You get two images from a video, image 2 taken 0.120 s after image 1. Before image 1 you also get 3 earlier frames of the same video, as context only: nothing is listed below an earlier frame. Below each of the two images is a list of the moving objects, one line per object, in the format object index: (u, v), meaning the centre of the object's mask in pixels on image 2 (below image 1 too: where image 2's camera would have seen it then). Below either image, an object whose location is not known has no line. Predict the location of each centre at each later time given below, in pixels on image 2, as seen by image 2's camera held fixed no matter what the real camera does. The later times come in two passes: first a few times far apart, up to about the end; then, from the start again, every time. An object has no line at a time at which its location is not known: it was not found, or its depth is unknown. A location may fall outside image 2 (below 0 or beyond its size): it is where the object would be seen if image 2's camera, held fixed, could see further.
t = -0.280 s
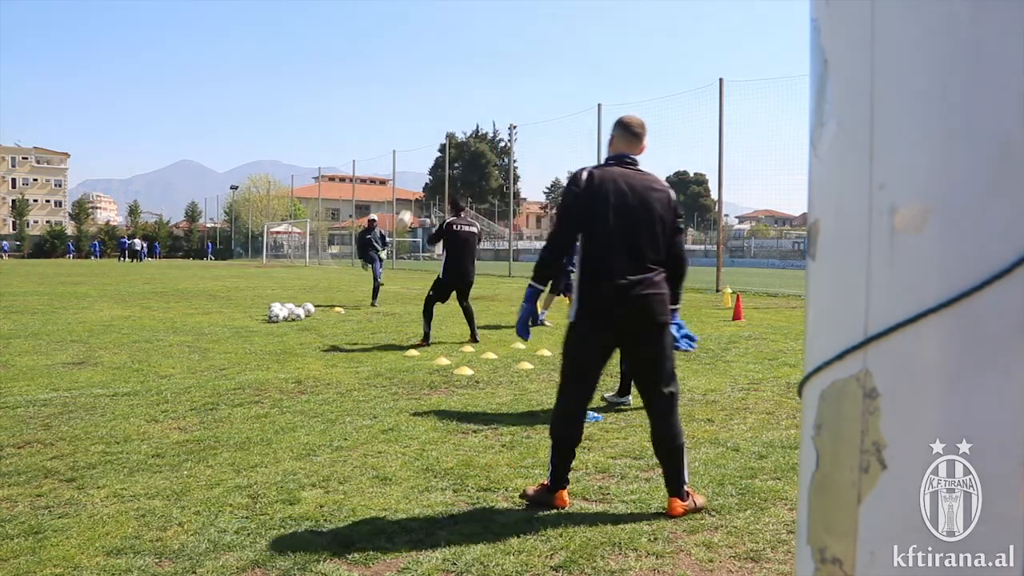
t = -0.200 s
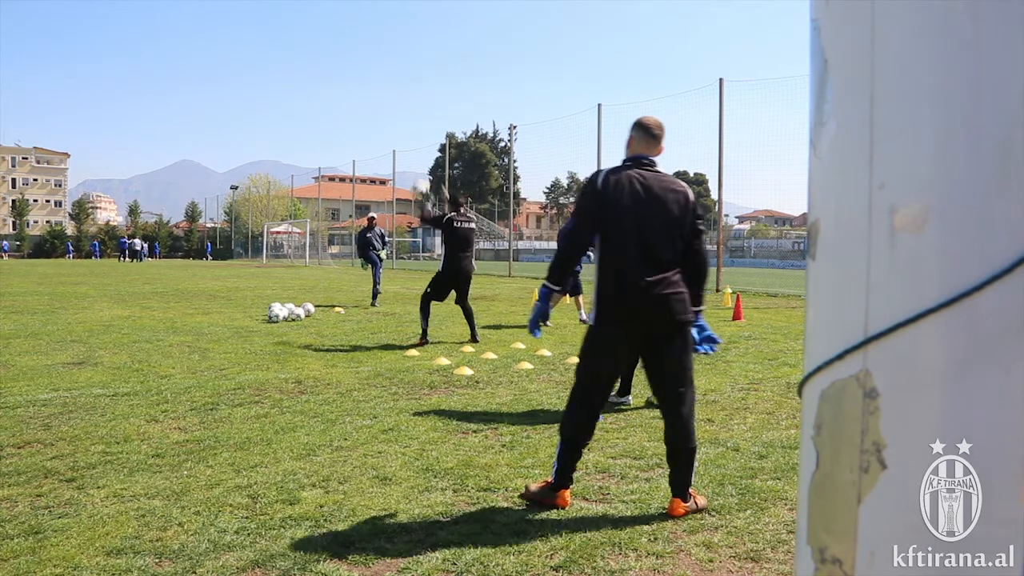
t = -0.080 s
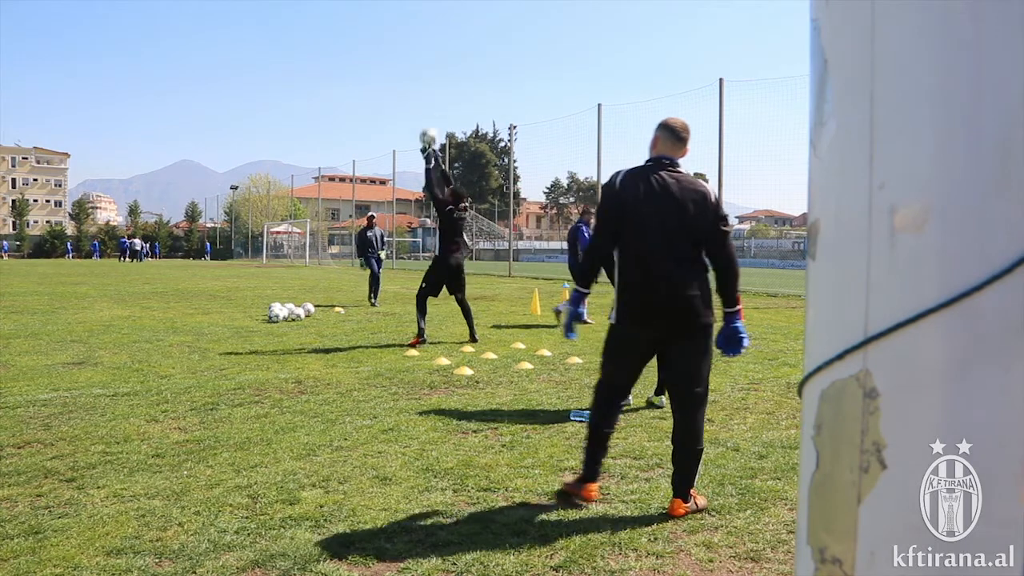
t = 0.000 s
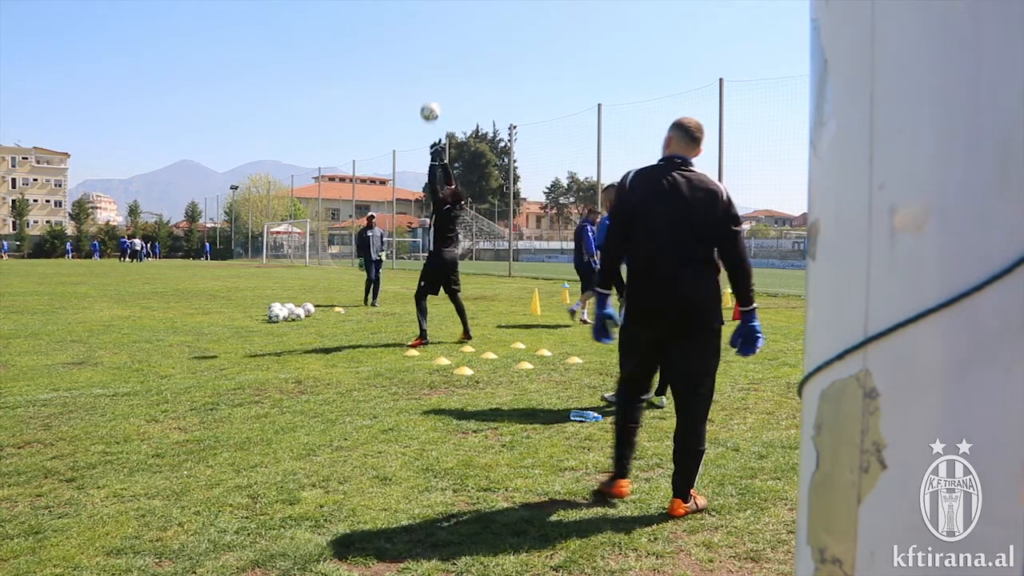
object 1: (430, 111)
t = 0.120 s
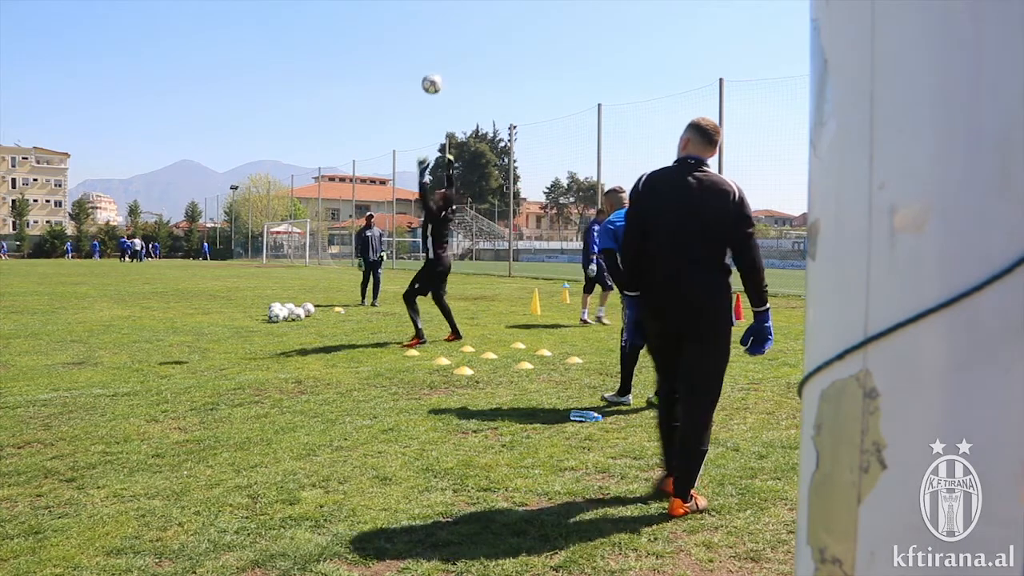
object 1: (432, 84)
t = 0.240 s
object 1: (433, 67)
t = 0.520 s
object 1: (437, 79)
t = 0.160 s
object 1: (432, 77)
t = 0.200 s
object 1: (432, 71)
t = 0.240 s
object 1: (433, 67)
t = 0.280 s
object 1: (434, 64)
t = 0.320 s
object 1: (434, 62)
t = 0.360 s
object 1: (435, 62)
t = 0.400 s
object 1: (435, 64)
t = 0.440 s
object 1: (436, 67)
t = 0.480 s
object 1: (437, 72)
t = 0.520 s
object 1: (437, 79)
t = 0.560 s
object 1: (437, 88)
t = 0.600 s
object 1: (438, 98)
